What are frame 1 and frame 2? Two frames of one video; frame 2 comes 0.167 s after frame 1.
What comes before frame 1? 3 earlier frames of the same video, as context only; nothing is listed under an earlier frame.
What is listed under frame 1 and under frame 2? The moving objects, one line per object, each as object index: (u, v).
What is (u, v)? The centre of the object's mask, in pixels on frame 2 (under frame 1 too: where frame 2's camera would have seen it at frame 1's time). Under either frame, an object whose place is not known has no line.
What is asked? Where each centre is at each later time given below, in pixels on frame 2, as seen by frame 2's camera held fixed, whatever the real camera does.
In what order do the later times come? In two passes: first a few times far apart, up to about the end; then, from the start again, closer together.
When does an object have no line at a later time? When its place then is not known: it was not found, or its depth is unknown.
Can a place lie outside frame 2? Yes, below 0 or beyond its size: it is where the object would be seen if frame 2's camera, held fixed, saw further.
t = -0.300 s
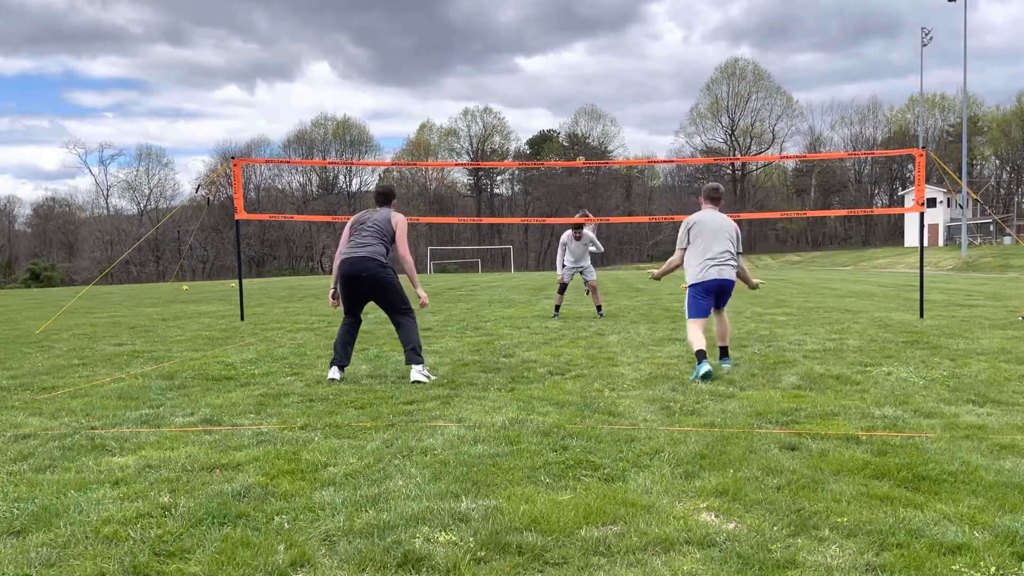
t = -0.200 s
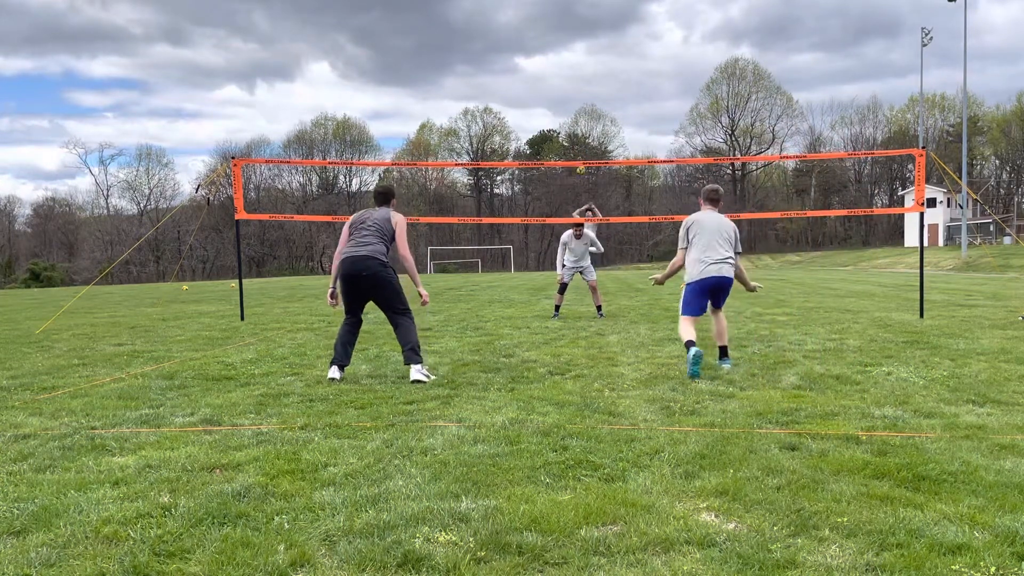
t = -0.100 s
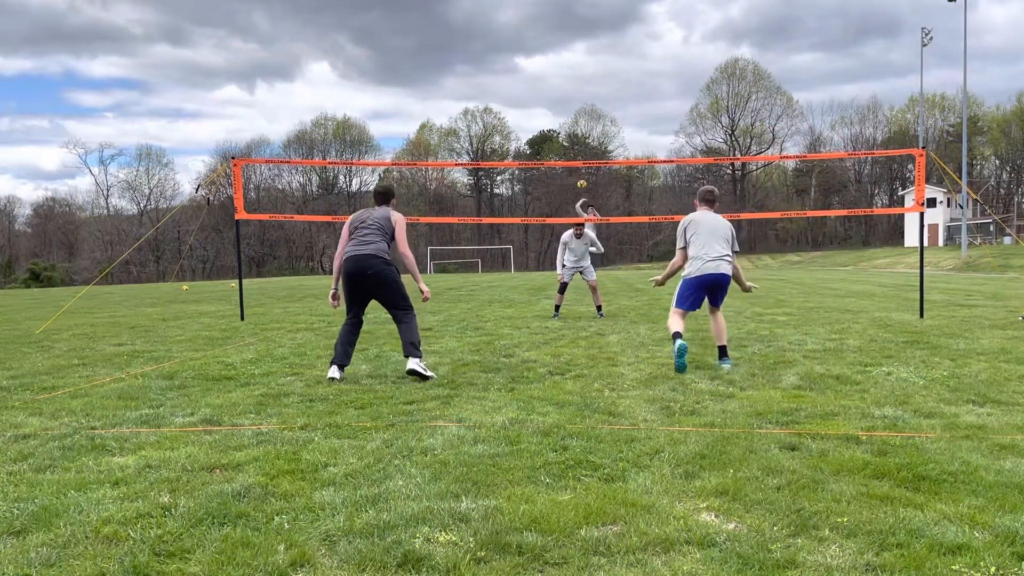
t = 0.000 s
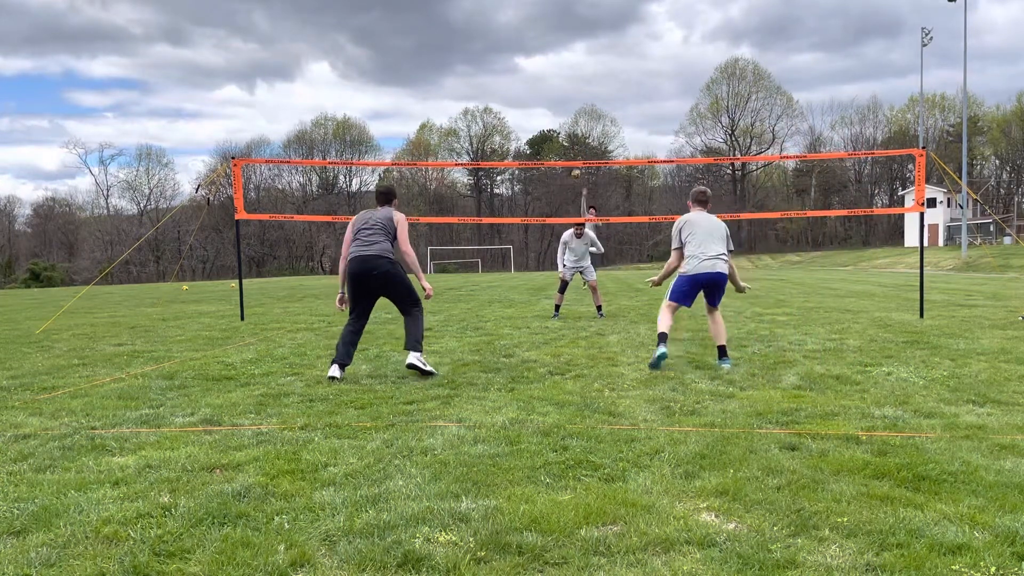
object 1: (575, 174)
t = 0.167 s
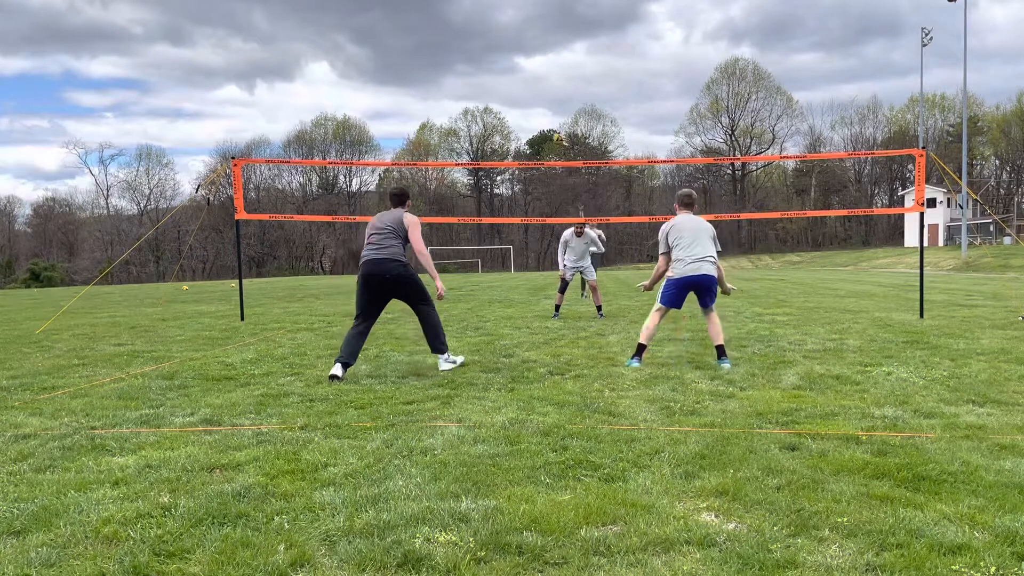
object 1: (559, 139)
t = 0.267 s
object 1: (544, 121)
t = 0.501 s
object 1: (505, 93)
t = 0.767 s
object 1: (439, 97)
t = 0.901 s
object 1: (393, 124)
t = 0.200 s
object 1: (554, 132)
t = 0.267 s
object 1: (544, 121)
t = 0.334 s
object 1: (535, 111)
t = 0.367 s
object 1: (529, 106)
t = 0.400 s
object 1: (524, 102)
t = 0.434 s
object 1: (518, 99)
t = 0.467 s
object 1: (512, 96)
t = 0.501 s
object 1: (505, 93)
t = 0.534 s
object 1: (498, 91)
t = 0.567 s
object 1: (491, 89)
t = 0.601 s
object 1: (483, 88)
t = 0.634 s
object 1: (475, 89)
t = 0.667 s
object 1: (467, 89)
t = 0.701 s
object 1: (458, 91)
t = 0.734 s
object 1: (449, 93)
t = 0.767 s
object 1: (439, 97)
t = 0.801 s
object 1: (429, 101)
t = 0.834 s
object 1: (418, 107)
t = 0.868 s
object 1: (405, 115)
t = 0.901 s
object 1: (393, 124)
